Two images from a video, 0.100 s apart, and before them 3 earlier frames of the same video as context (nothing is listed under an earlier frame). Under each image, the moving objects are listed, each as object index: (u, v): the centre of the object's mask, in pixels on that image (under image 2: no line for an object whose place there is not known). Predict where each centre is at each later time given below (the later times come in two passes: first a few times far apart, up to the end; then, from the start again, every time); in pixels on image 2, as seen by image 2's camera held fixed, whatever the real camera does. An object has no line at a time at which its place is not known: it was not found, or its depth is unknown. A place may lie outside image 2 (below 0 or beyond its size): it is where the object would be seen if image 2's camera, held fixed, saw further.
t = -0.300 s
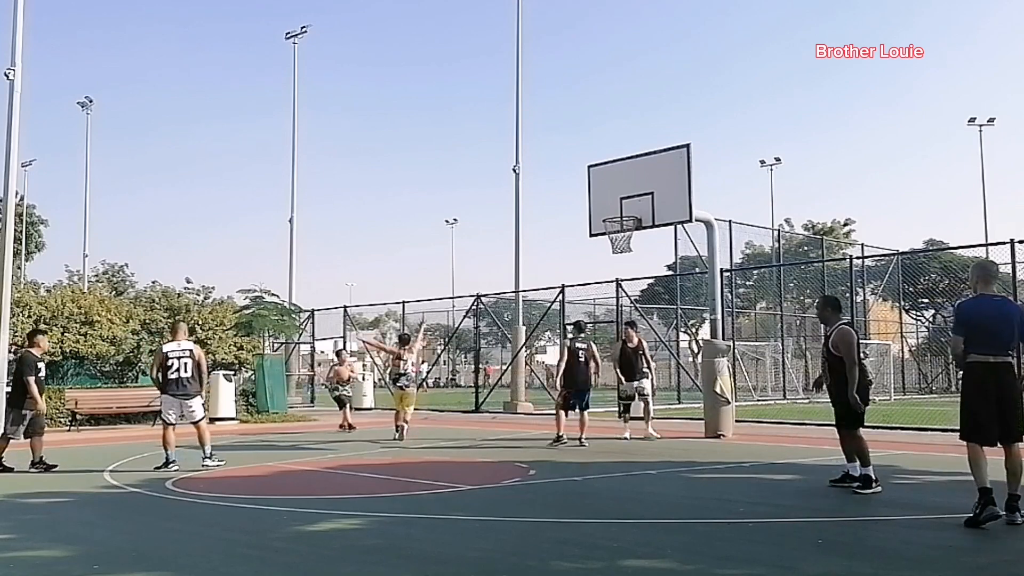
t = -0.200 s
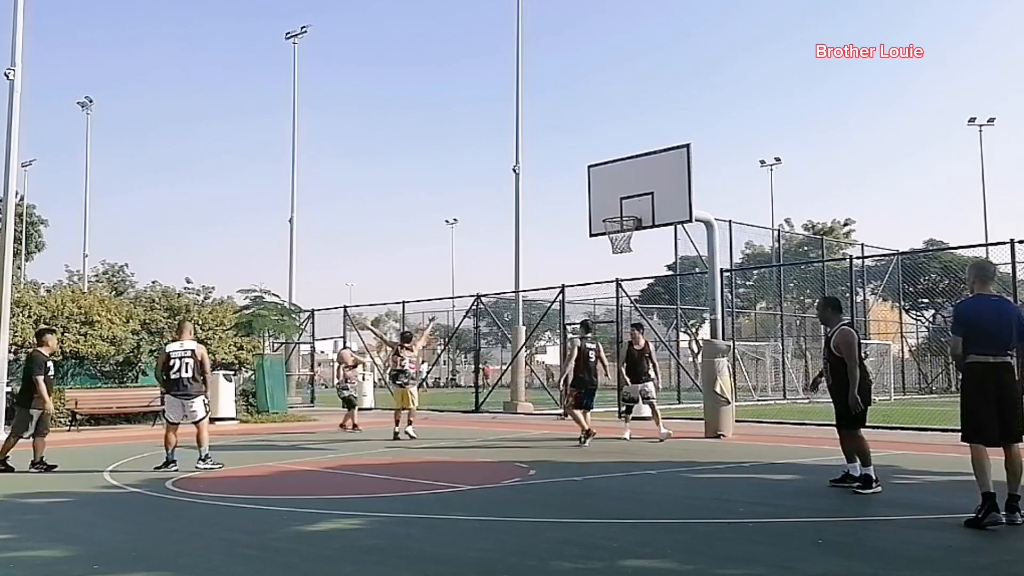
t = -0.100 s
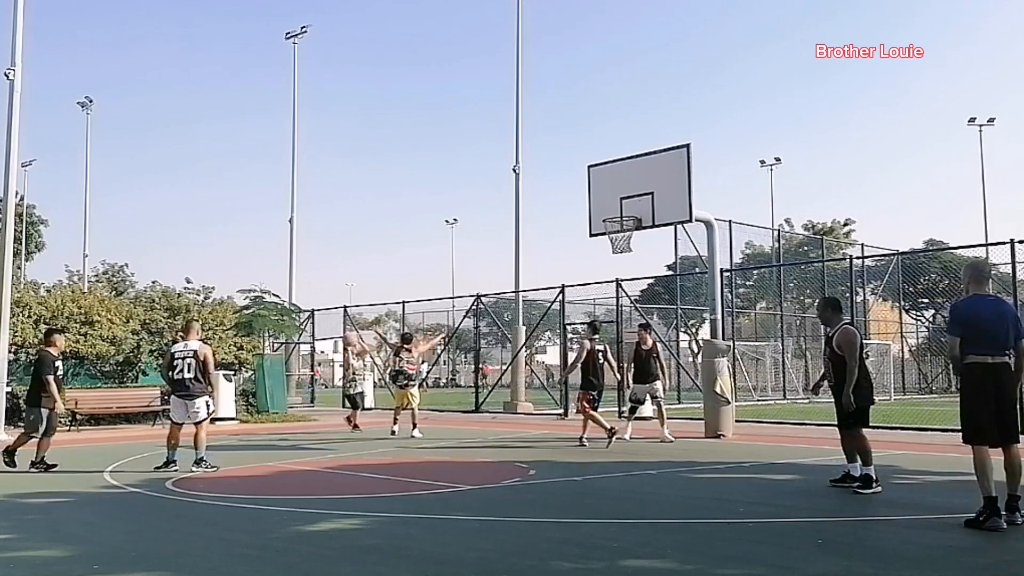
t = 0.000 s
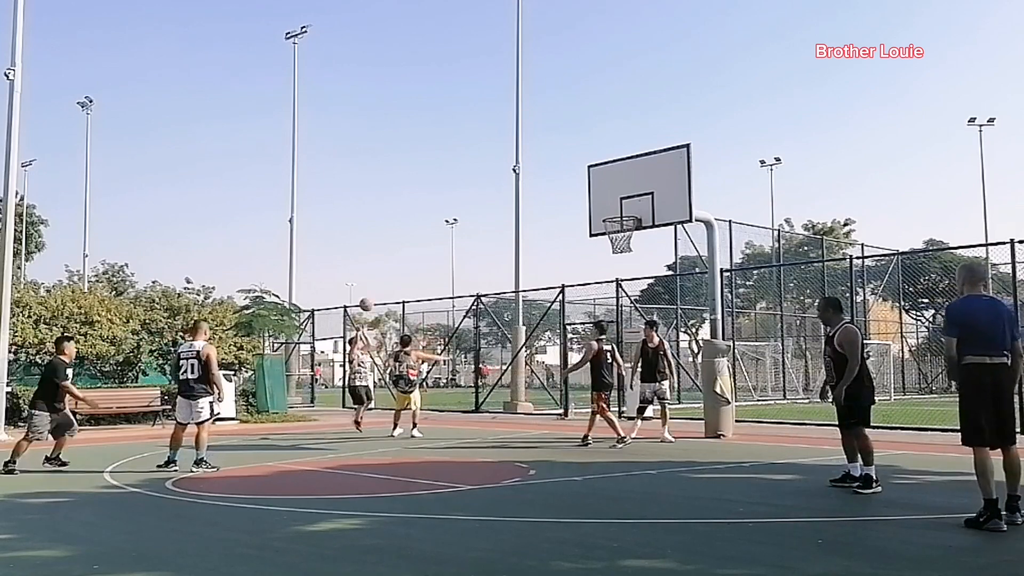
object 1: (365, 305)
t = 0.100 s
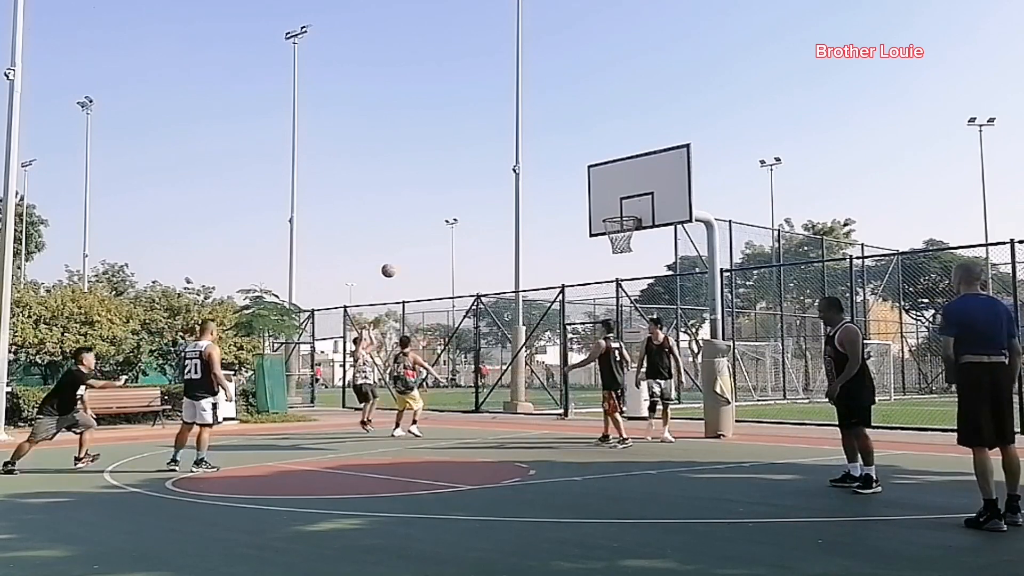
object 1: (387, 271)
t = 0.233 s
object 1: (418, 233)
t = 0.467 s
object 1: (473, 190)
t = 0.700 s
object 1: (534, 178)
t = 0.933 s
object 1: (601, 203)
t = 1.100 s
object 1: (630, 241)
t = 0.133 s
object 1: (395, 261)
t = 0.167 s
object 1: (402, 251)
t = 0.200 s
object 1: (410, 242)
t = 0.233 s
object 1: (418, 233)
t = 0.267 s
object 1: (425, 225)
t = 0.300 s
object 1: (433, 218)
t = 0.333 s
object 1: (441, 211)
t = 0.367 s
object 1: (449, 205)
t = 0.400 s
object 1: (457, 199)
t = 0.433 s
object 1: (465, 194)
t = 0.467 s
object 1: (473, 190)
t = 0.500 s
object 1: (482, 186)
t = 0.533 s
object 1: (491, 183)
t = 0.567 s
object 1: (499, 180)
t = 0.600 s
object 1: (507, 178)
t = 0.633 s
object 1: (516, 178)
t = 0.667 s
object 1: (525, 177)
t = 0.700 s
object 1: (534, 178)
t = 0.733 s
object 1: (543, 179)
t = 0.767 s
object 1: (552, 181)
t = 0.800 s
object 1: (562, 184)
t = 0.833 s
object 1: (571, 187)
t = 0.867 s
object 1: (581, 192)
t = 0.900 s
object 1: (591, 197)
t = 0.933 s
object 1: (601, 203)
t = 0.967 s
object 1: (612, 210)
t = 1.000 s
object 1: (622, 218)
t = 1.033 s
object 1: (628, 228)
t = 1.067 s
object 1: (630, 237)
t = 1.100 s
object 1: (630, 241)
